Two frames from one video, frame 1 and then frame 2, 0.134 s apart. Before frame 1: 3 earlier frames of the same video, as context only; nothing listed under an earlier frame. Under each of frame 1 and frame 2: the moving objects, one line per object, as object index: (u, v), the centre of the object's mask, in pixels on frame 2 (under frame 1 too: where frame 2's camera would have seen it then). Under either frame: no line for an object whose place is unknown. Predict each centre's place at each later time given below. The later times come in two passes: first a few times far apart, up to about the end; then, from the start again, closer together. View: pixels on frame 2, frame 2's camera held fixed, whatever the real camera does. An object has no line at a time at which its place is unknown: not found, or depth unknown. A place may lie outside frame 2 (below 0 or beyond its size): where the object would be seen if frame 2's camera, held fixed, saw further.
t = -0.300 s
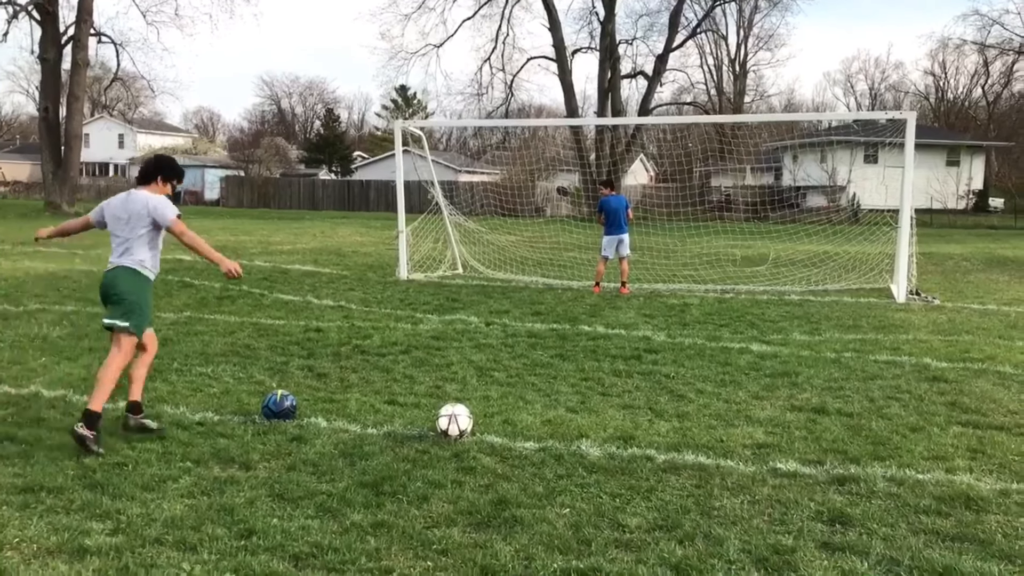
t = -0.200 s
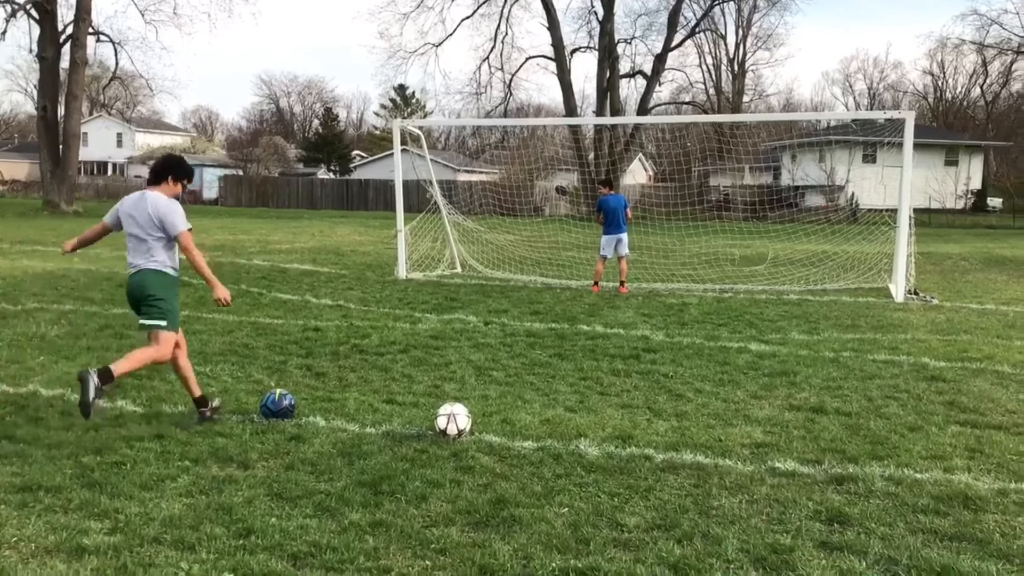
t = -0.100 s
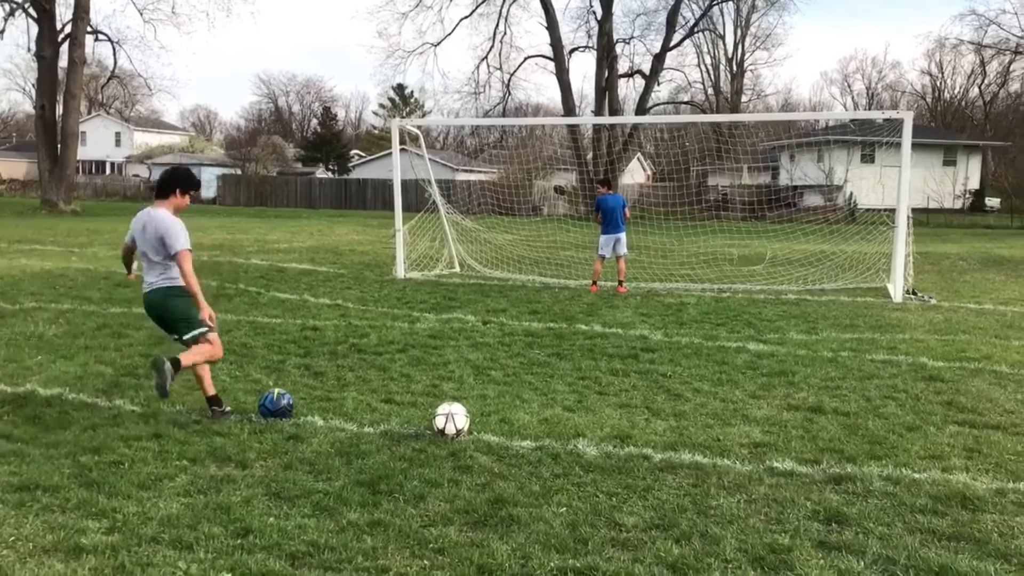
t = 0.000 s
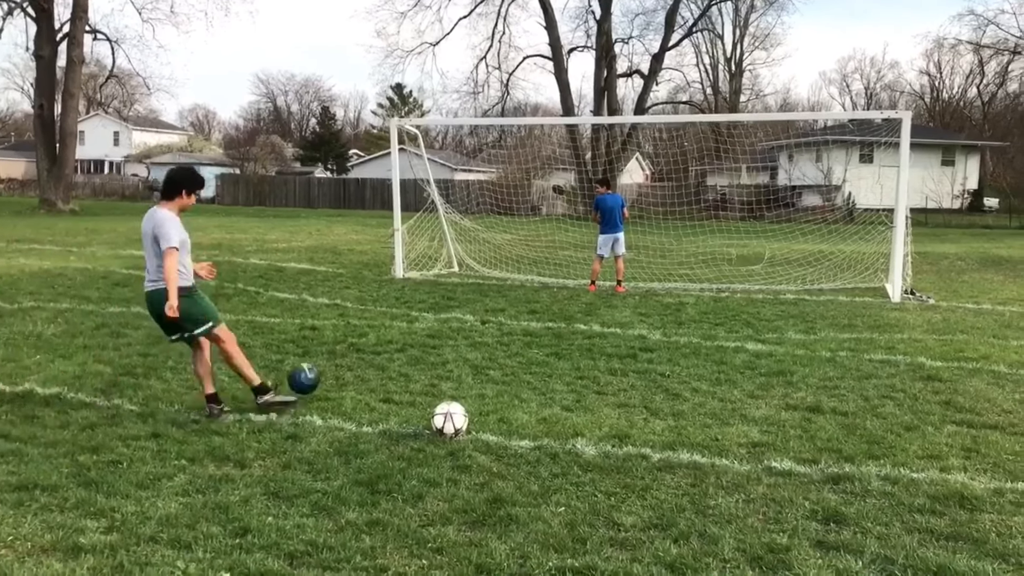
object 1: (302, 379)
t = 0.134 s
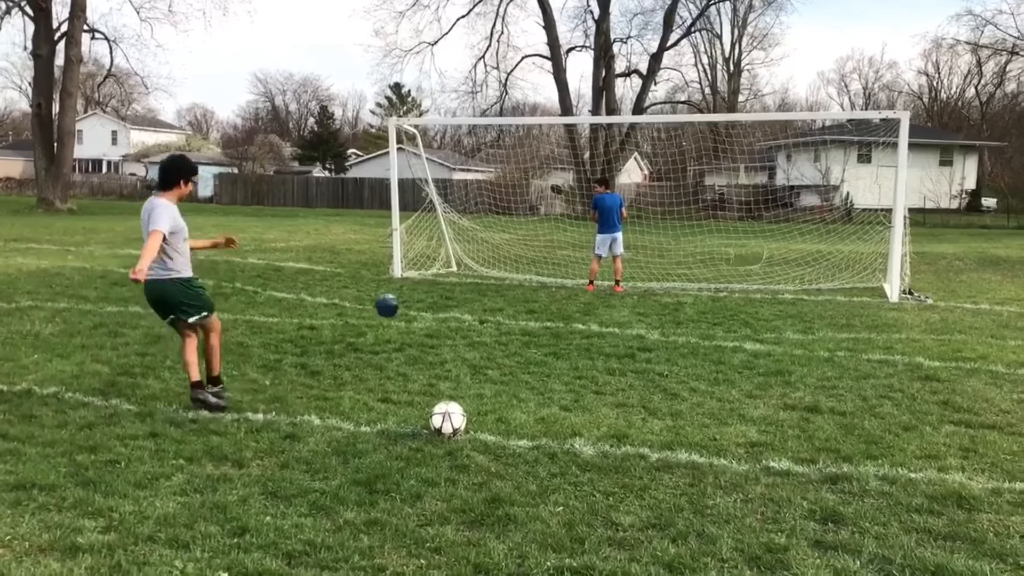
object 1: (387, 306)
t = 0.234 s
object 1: (426, 279)
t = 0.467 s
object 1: (483, 266)
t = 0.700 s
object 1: (508, 250)
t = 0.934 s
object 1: (510, 221)
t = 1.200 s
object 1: (498, 231)
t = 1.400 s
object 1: (483, 264)
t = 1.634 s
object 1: (473, 253)
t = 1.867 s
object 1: (462, 266)
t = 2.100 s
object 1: (456, 268)
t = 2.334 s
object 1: (452, 270)
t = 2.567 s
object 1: (449, 270)
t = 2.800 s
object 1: (449, 271)
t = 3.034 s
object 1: (450, 271)
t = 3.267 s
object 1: (450, 271)
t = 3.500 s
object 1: (449, 271)
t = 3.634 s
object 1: (449, 271)
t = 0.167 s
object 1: (402, 295)
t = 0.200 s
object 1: (415, 286)
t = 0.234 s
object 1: (426, 279)
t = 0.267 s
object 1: (437, 274)
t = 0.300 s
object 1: (446, 271)
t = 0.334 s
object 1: (455, 267)
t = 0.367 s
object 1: (463, 265)
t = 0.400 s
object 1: (470, 265)
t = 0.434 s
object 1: (477, 265)
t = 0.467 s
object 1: (483, 266)
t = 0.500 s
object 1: (489, 267)
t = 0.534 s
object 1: (495, 269)
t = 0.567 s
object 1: (500, 272)
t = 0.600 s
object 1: (504, 274)
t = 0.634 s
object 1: (508, 267)
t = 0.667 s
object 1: (509, 259)
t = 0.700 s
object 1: (508, 250)
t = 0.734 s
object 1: (510, 244)
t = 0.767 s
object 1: (510, 237)
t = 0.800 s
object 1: (511, 232)
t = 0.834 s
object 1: (511, 228)
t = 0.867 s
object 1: (511, 224)
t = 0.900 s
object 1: (511, 222)
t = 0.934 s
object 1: (510, 221)
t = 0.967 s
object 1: (509, 220)
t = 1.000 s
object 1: (508, 220)
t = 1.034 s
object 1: (506, 220)
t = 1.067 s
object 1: (505, 221)
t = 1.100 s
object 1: (503, 222)
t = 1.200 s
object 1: (498, 231)
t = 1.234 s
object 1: (495, 235)
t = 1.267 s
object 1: (493, 240)
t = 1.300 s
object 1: (490, 244)
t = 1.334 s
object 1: (488, 251)
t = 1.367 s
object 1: (486, 258)
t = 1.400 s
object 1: (483, 264)
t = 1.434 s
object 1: (481, 268)
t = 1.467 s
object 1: (481, 265)
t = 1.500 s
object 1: (479, 262)
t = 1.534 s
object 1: (476, 259)
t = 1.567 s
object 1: (475, 258)
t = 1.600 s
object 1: (475, 255)
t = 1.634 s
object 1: (473, 253)
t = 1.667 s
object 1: (472, 253)
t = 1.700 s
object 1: (470, 253)
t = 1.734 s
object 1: (468, 255)
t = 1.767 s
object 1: (467, 255)
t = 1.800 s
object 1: (464, 260)
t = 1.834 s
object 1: (462, 264)
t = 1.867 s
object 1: (462, 266)
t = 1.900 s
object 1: (461, 270)
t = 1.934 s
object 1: (459, 271)
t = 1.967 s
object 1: (459, 269)
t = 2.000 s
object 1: (458, 268)
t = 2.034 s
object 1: (457, 268)
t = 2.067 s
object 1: (457, 268)
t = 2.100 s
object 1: (456, 268)
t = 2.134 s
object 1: (455, 268)
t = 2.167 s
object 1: (456, 268)
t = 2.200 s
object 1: (453, 270)
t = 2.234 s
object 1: (453, 270)
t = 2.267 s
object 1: (453, 270)
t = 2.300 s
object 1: (452, 270)
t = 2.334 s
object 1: (452, 270)
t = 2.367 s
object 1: (452, 270)
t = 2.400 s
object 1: (451, 270)
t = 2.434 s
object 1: (451, 270)
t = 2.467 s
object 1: (450, 270)
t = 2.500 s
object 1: (450, 270)
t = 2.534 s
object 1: (450, 270)
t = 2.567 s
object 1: (449, 270)
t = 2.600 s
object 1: (449, 270)
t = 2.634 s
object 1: (449, 270)
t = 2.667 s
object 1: (449, 270)
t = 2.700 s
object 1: (449, 271)
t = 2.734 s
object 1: (449, 271)
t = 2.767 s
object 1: (449, 271)
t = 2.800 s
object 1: (449, 271)
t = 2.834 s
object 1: (450, 271)
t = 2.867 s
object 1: (450, 271)
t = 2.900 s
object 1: (450, 271)
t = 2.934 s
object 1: (450, 271)
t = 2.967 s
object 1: (450, 271)
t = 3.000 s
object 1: (450, 271)
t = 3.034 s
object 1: (450, 271)
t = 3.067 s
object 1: (450, 271)
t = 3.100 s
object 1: (450, 271)
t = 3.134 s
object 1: (450, 271)
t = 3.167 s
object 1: (450, 271)
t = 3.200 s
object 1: (450, 271)
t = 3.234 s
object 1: (450, 271)
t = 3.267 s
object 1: (450, 271)
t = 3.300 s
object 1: (449, 271)
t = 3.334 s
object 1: (450, 271)
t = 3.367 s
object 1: (449, 271)
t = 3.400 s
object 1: (449, 271)
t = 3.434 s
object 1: (449, 271)
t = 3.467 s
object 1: (449, 271)
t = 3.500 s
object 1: (449, 271)
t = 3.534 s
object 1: (449, 271)
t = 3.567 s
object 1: (449, 271)
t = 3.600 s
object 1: (450, 271)
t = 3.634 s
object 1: (449, 271)
